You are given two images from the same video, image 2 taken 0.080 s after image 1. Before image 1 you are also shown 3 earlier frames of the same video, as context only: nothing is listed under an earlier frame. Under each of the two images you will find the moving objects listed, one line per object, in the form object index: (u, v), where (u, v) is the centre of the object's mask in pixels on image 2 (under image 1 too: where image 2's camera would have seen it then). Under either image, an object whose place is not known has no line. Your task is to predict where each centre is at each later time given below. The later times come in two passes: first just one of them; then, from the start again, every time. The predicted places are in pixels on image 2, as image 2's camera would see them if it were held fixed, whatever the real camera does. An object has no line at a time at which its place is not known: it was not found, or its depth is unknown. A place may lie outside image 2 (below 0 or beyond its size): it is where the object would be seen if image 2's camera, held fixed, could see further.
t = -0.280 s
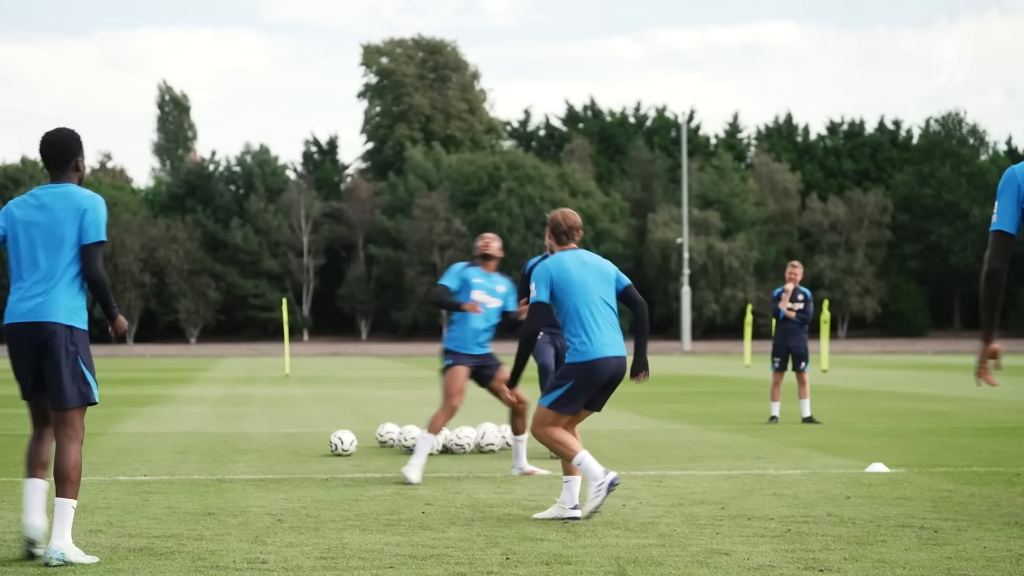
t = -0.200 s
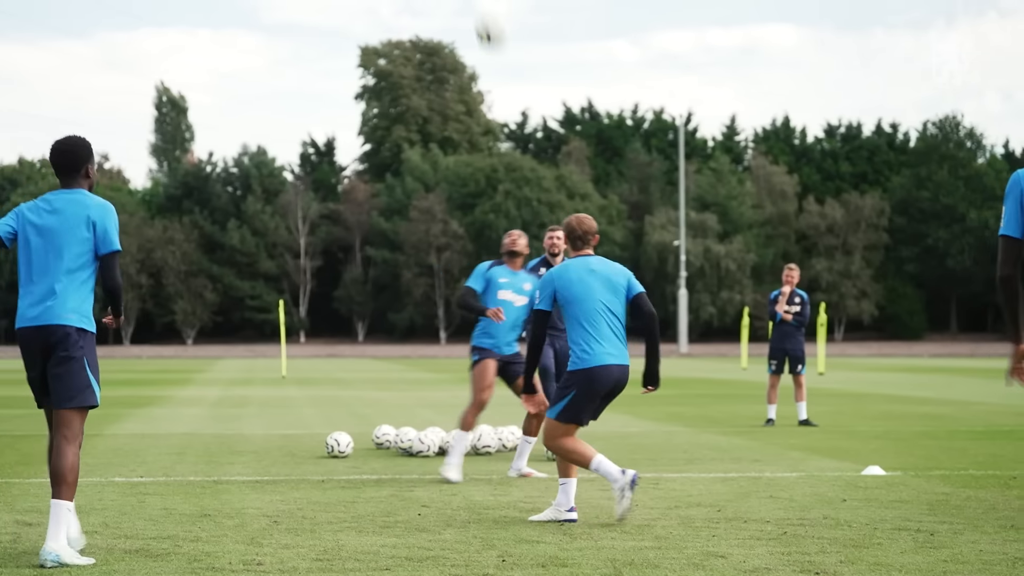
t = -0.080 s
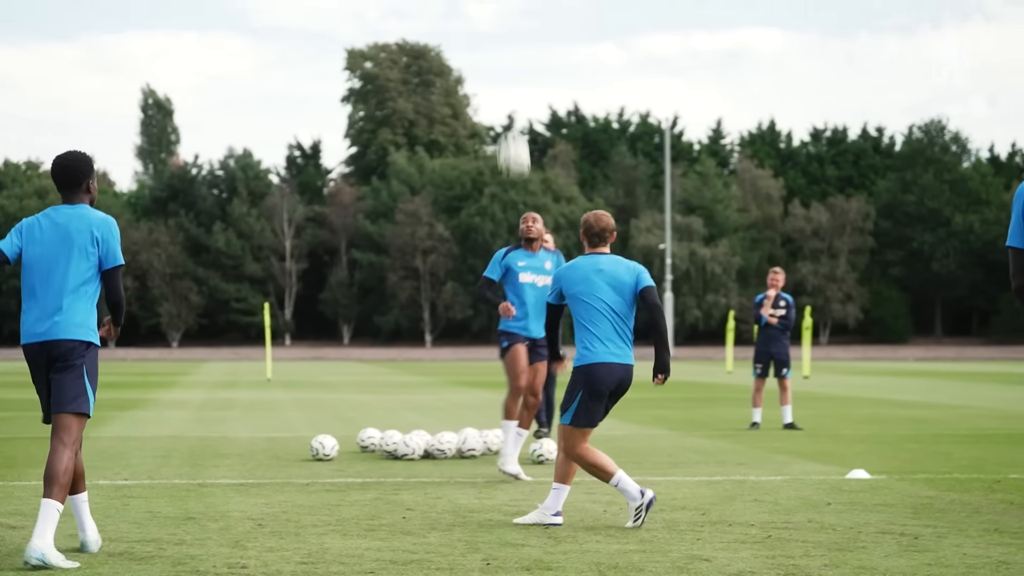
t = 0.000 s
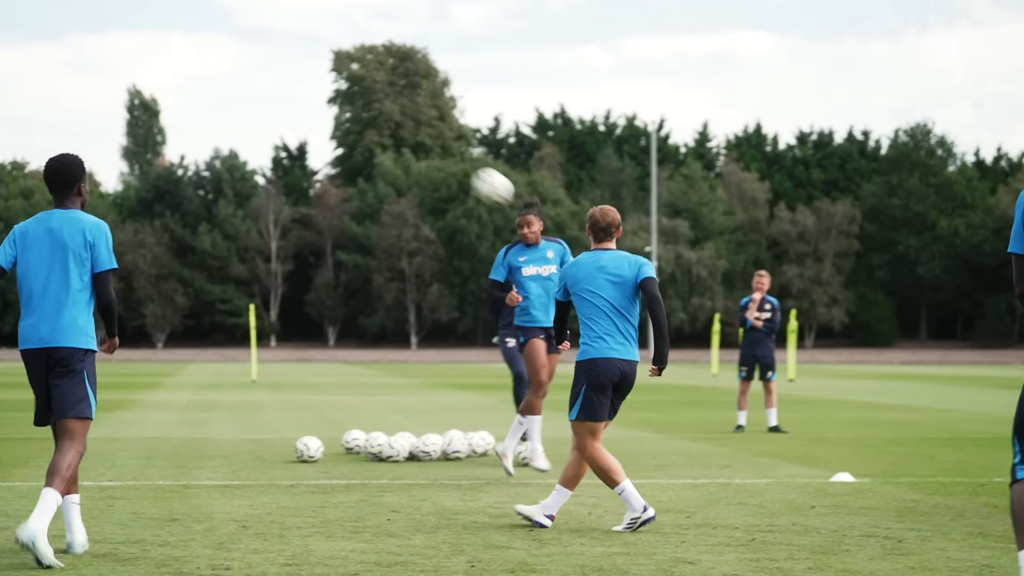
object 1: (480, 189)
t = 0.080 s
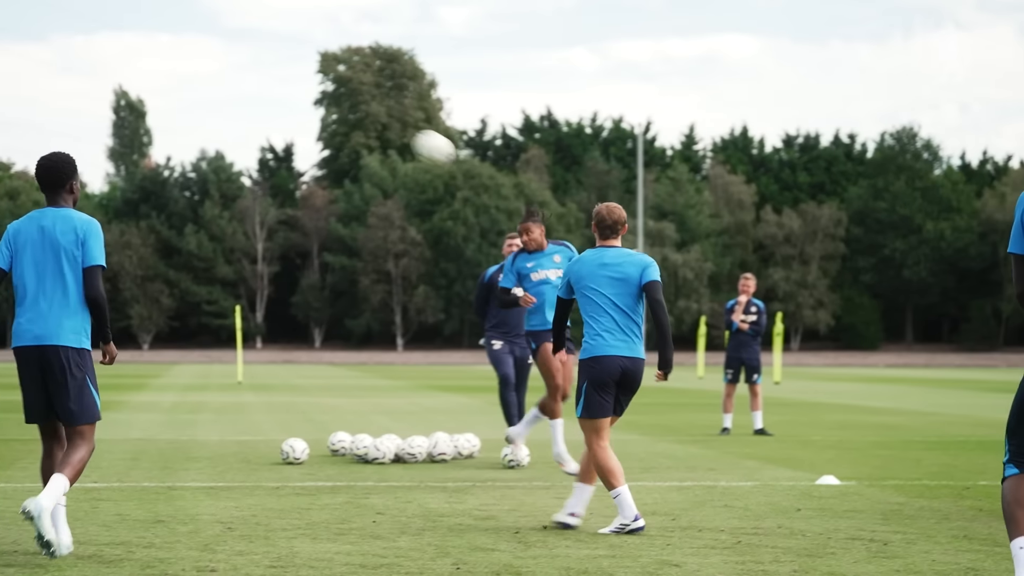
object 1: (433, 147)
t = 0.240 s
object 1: (337, 90)
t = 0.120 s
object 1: (409, 131)
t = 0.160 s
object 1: (384, 116)
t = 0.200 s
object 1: (360, 103)
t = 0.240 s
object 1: (337, 90)
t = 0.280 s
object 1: (318, 84)
